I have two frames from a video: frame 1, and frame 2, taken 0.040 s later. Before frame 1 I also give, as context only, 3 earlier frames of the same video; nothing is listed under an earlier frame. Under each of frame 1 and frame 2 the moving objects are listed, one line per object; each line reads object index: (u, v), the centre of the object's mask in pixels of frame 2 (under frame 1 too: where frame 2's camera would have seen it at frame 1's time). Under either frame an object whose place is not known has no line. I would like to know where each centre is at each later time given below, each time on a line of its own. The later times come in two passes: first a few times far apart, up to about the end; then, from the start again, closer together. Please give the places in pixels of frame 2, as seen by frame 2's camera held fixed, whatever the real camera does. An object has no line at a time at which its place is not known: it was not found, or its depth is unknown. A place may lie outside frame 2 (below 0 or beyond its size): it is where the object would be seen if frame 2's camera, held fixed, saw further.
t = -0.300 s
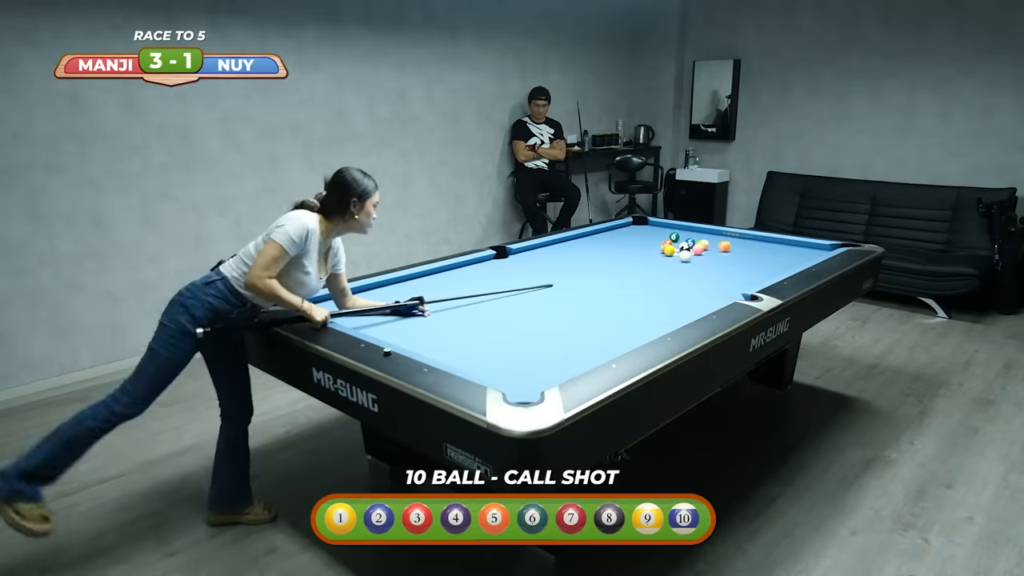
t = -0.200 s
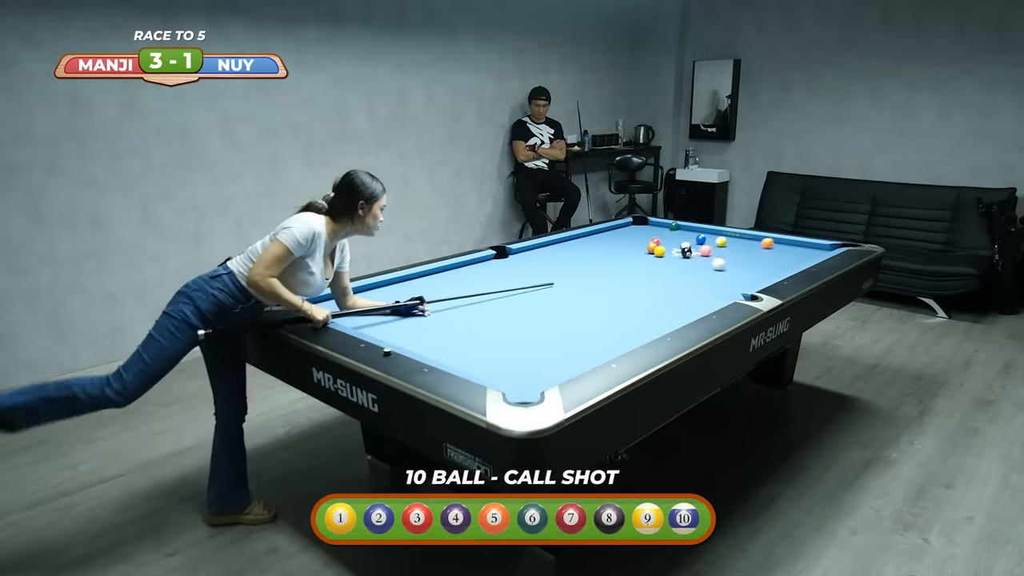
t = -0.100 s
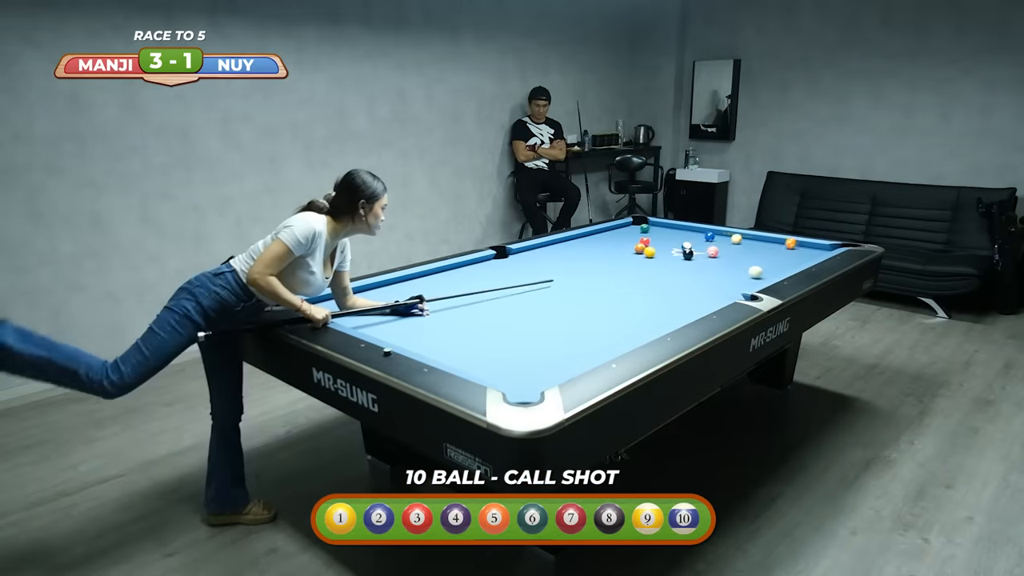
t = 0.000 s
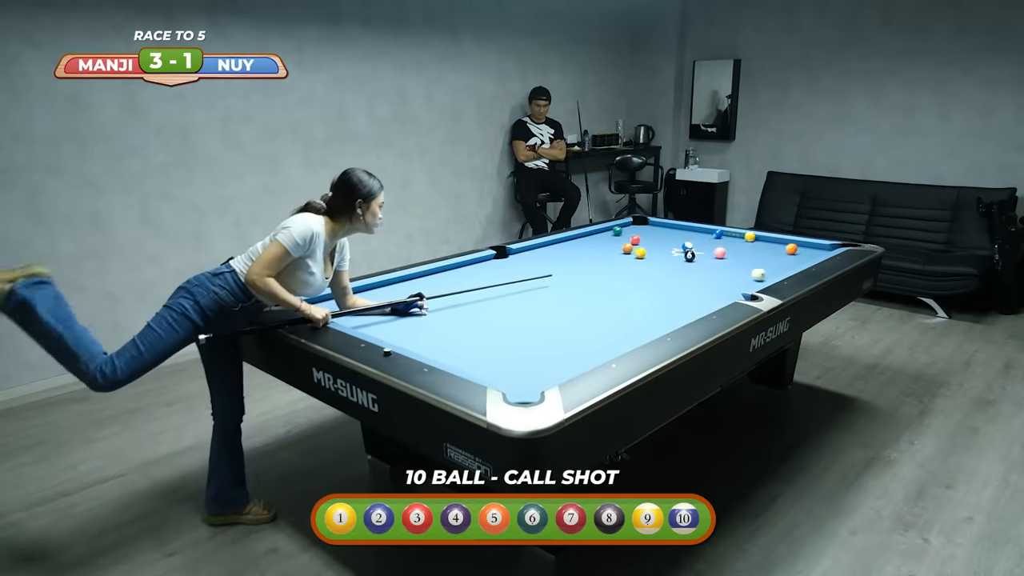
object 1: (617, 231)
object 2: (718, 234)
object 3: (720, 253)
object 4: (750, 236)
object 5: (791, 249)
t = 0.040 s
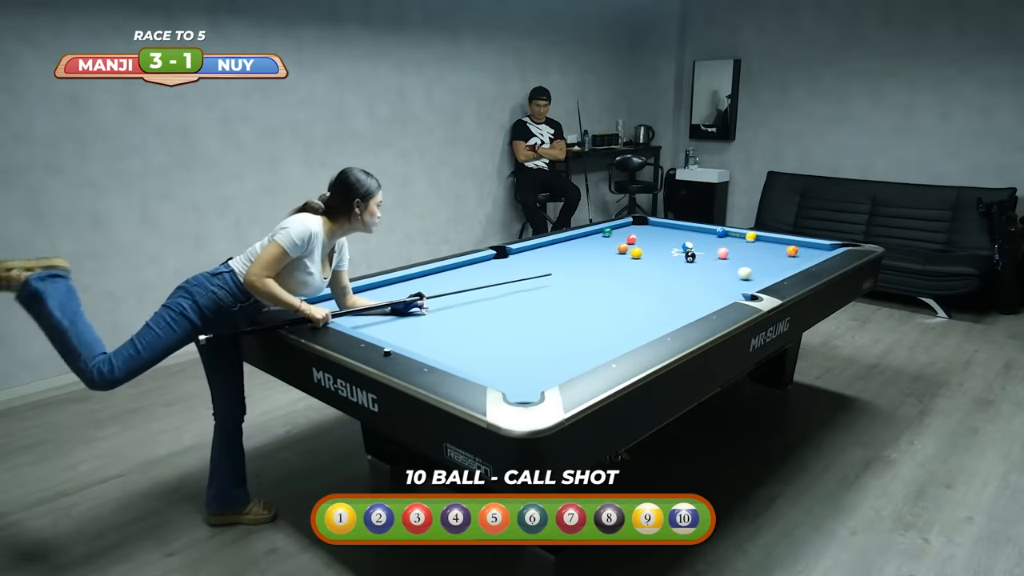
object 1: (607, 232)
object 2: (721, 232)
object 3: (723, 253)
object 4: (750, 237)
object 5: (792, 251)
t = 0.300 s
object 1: (572, 242)
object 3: (741, 256)
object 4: (743, 242)
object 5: (795, 263)
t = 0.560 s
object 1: (547, 254)
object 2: (695, 239)
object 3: (759, 259)
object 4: (737, 247)
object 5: (767, 272)
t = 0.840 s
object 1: (517, 269)
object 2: (681, 239)
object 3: (778, 261)
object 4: (731, 252)
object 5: (729, 279)
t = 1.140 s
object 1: (478, 289)
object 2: (666, 247)
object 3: (798, 262)
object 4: (724, 258)
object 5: (686, 288)
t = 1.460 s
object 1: (428, 314)
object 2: (649, 251)
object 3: (789, 263)
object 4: (716, 265)
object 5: (637, 297)
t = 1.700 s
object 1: (383, 334)
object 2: (638, 255)
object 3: (782, 262)
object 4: (710, 270)
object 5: (599, 305)
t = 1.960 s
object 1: (438, 337)
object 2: (625, 259)
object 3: (775, 262)
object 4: (704, 275)
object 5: (555, 313)
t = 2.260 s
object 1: (507, 337)
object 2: (611, 262)
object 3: (769, 261)
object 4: (697, 281)
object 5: (502, 323)
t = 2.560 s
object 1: (574, 337)
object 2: (597, 267)
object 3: (764, 260)
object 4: (690, 288)
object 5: (446, 335)
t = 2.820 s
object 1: (630, 336)
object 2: (585, 270)
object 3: (761, 260)
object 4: (684, 293)
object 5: (396, 341)
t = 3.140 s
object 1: (642, 323)
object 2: (571, 274)
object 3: (759, 259)
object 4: (676, 300)
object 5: (402, 329)
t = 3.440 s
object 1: (641, 310)
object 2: (558, 277)
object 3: (758, 259)
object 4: (669, 306)
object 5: (406, 317)
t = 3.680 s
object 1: (641, 302)
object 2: (548, 280)
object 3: (758, 259)
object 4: (664, 311)
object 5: (409, 309)
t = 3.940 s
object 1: (640, 293)
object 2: (538, 283)
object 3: (758, 259)
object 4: (658, 316)
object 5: (412, 301)
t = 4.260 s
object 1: (639, 284)
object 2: (527, 287)
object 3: (758, 259)
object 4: (651, 322)
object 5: (416, 292)
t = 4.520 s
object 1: (639, 277)
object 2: (518, 289)
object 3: (758, 259)
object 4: (645, 326)
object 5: (421, 289)
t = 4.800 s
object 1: (638, 271)
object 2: (509, 292)
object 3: (758, 259)
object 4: (639, 330)
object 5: (425, 288)
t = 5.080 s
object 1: (638, 266)
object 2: (501, 294)
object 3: (758, 259)
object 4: (633, 334)
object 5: (429, 287)
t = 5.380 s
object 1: (638, 260)
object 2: (493, 296)
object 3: (758, 259)
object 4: (627, 337)
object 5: (431, 287)
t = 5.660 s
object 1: (638, 256)
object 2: (486, 298)
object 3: (758, 259)
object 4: (622, 341)
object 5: (433, 286)
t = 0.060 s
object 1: (602, 233)
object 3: (724, 253)
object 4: (750, 237)
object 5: (792, 252)
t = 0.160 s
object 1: (584, 236)
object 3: (731, 254)
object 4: (747, 239)
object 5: (793, 257)
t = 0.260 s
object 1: (576, 240)
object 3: (738, 256)
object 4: (744, 241)
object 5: (795, 261)
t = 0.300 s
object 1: (572, 242)
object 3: (741, 256)
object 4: (743, 242)
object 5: (795, 263)
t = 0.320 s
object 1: (571, 243)
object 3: (742, 256)
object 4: (743, 242)
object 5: (795, 263)
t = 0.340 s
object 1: (569, 243)
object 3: (743, 257)
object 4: (743, 243)
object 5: (795, 264)
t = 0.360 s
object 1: (567, 244)
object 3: (745, 257)
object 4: (742, 243)
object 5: (793, 265)
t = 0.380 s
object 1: (565, 245)
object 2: (704, 237)
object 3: (746, 257)
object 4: (742, 243)
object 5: (791, 265)
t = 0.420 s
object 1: (561, 247)
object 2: (702, 237)
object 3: (749, 257)
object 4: (741, 244)
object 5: (785, 267)
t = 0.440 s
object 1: (559, 248)
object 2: (701, 237)
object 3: (750, 257)
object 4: (740, 245)
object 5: (783, 268)
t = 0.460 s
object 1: (557, 249)
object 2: (699, 238)
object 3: (752, 258)
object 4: (740, 245)
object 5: (780, 268)
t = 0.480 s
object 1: (555, 250)
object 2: (698, 238)
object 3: (753, 258)
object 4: (739, 245)
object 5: (777, 269)
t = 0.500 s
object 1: (553, 251)
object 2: (698, 238)
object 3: (755, 258)
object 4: (739, 246)
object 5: (775, 270)
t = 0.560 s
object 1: (547, 254)
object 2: (695, 239)
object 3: (759, 259)
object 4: (737, 247)
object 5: (767, 272)
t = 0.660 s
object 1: (537, 259)
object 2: (690, 236)
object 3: (766, 259)
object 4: (735, 249)
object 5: (753, 274)
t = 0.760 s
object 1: (526, 265)
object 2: (685, 238)
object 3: (772, 260)
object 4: (733, 251)
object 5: (740, 277)
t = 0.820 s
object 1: (519, 268)
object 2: (682, 239)
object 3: (777, 261)
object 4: (731, 252)
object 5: (731, 279)
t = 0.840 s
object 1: (517, 269)
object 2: (681, 239)
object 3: (778, 261)
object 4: (731, 252)
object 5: (729, 279)
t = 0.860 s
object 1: (514, 271)
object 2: (681, 238)
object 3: (779, 262)
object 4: (730, 253)
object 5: (726, 280)
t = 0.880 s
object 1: (512, 272)
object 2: (681, 239)
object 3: (781, 262)
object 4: (730, 253)
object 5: (723, 280)
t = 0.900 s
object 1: (510, 273)
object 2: (680, 239)
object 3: (782, 262)
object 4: (729, 253)
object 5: (720, 281)
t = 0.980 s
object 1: (500, 278)
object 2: (673, 245)
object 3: (787, 263)
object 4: (728, 255)
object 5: (709, 283)
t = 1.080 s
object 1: (486, 284)
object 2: (668, 246)
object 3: (794, 263)
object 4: (725, 257)
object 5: (694, 286)
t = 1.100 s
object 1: (484, 286)
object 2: (667, 247)
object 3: (795, 262)
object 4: (724, 257)
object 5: (691, 286)
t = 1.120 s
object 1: (481, 287)
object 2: (667, 247)
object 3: (796, 262)
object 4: (724, 258)
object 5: (689, 287)
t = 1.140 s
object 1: (478, 289)
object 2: (666, 247)
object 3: (798, 262)
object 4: (724, 258)
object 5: (686, 288)
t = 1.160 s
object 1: (475, 290)
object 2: (665, 248)
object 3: (798, 262)
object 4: (723, 259)
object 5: (682, 288)
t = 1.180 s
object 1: (472, 292)
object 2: (664, 248)
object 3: (798, 262)
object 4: (723, 259)
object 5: (680, 289)
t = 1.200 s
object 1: (469, 293)
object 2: (663, 248)
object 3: (798, 262)
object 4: (722, 259)
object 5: (677, 289)
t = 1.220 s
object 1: (466, 294)
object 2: (662, 248)
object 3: (798, 262)
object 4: (722, 260)
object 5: (674, 290)
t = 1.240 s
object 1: (463, 296)
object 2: (661, 249)
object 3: (797, 262)
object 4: (721, 260)
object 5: (671, 290)
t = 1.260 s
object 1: (460, 297)
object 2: (659, 249)
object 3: (796, 263)
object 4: (721, 261)
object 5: (668, 291)
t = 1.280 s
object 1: (457, 299)
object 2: (658, 249)
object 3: (795, 263)
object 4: (721, 261)
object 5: (665, 291)
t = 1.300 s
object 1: (454, 301)
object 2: (657, 249)
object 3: (795, 263)
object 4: (720, 262)
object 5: (662, 292)
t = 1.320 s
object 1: (451, 302)
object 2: (657, 250)
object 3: (794, 263)
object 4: (720, 262)
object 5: (658, 293)
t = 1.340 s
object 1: (448, 304)
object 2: (655, 250)
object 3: (793, 263)
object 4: (719, 262)
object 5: (655, 293)
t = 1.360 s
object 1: (445, 305)
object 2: (654, 250)
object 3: (793, 263)
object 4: (719, 263)
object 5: (652, 294)
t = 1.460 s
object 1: (428, 314)
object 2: (649, 251)
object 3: (789, 263)
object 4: (716, 265)
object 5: (637, 297)
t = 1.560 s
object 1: (410, 323)
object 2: (645, 253)
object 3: (786, 263)
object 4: (714, 267)
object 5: (621, 300)
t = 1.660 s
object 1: (390, 332)
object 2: (640, 254)
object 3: (783, 263)
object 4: (711, 269)
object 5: (605, 303)
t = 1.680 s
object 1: (387, 333)
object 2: (639, 255)
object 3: (783, 263)
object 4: (711, 269)
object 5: (602, 304)
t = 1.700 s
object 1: (383, 334)
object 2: (638, 255)
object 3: (782, 262)
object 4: (710, 270)
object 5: (599, 305)
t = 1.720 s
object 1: (380, 334)
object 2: (637, 255)
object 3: (781, 262)
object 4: (710, 270)
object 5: (596, 305)
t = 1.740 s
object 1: (383, 335)
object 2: (636, 256)
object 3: (781, 262)
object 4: (710, 271)
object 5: (592, 306)
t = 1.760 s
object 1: (389, 336)
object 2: (635, 256)
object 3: (780, 262)
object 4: (709, 271)
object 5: (589, 307)
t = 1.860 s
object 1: (415, 337)
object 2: (630, 257)
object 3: (778, 262)
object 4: (706, 273)
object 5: (572, 310)
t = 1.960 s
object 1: (438, 337)
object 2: (625, 259)
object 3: (775, 262)
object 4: (704, 275)
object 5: (555, 313)
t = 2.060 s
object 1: (462, 337)
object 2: (621, 260)
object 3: (773, 261)
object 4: (702, 277)
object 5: (538, 317)
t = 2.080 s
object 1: (466, 337)
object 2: (620, 260)
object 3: (772, 261)
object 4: (701, 278)
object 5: (534, 318)
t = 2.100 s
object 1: (471, 337)
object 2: (619, 260)
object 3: (772, 261)
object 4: (701, 278)
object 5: (531, 318)
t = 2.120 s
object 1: (475, 337)
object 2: (618, 261)
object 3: (772, 261)
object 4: (700, 279)
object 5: (527, 319)
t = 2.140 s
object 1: (480, 337)
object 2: (617, 261)
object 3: (771, 261)
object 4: (700, 279)
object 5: (524, 319)
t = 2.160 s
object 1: (485, 338)
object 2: (616, 261)
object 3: (771, 261)
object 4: (699, 279)
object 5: (520, 320)
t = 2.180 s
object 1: (489, 338)
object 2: (615, 262)
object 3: (771, 261)
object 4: (699, 280)
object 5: (516, 321)
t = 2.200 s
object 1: (493, 338)
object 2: (614, 262)
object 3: (770, 261)
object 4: (698, 280)
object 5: (513, 321)
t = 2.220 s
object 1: (498, 337)
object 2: (613, 262)
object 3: (770, 261)
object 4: (698, 281)
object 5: (510, 322)
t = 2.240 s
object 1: (503, 337)
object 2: (612, 262)
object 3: (769, 261)
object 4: (697, 281)
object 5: (506, 322)
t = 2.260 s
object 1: (507, 337)
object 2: (611, 262)
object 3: (769, 261)
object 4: (697, 281)
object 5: (502, 323)
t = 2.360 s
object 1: (530, 337)
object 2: (606, 264)
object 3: (767, 260)
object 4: (694, 284)
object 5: (484, 327)
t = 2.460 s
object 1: (552, 337)
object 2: (602, 265)
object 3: (766, 260)
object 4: (692, 286)
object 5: (465, 331)
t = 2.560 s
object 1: (574, 337)
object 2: (597, 267)
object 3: (764, 260)
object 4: (690, 288)
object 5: (446, 335)
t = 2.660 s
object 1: (596, 337)
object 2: (592, 268)
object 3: (763, 260)
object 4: (687, 290)
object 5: (426, 339)
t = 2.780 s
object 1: (621, 336)
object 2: (587, 269)
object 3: (762, 260)
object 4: (685, 292)
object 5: (403, 341)
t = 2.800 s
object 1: (626, 336)
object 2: (586, 270)
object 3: (761, 260)
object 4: (684, 293)
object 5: (399, 341)
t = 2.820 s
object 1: (630, 336)
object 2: (585, 270)
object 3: (761, 260)
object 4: (684, 293)
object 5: (396, 341)
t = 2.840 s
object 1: (634, 334)
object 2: (584, 270)
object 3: (761, 260)
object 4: (683, 294)
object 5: (397, 340)
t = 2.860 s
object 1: (638, 333)
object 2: (583, 270)
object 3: (761, 260)
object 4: (683, 294)
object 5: (397, 340)
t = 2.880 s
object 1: (641, 333)
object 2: (582, 270)
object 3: (760, 260)
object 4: (682, 294)
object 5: (397, 339)
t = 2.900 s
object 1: (643, 332)
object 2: (582, 271)
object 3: (760, 260)
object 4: (682, 295)
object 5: (398, 339)
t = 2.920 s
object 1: (642, 331)
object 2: (581, 271)
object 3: (760, 260)
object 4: (681, 295)
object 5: (398, 338)
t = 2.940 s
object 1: (642, 331)
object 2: (580, 271)
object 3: (760, 260)
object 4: (681, 296)
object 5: (399, 337)
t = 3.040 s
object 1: (643, 328)
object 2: (575, 273)
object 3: (759, 259)
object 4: (679, 298)
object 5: (400, 334)
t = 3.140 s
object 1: (642, 323)
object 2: (571, 274)
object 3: (759, 259)
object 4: (676, 300)
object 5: (402, 329)
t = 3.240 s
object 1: (642, 319)
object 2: (567, 275)
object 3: (758, 259)
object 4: (674, 302)
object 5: (403, 325)
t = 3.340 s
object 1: (642, 314)
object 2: (563, 276)
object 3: (758, 259)
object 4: (671, 304)
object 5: (405, 321)
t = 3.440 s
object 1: (641, 310)
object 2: (558, 277)
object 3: (758, 259)
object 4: (669, 306)
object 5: (406, 317)
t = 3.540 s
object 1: (641, 306)
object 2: (554, 279)
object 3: (758, 259)
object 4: (667, 308)
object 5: (408, 314)
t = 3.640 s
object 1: (641, 303)
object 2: (550, 280)
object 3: (758, 259)
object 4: (664, 310)
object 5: (409, 310)
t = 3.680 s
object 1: (641, 302)
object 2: (548, 280)
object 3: (758, 259)
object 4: (664, 311)
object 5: (409, 309)
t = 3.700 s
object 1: (641, 301)
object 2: (548, 280)
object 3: (758, 259)
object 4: (663, 311)
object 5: (410, 308)
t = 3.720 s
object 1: (640, 300)
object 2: (547, 281)
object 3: (758, 259)
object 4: (663, 311)
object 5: (410, 308)
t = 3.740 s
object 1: (641, 299)
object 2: (546, 281)
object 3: (758, 259)
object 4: (662, 312)
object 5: (410, 307)
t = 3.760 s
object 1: (640, 299)
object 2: (545, 281)
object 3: (758, 259)
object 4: (662, 312)
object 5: (410, 306)
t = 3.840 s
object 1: (640, 296)
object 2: (542, 282)
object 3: (758, 259)
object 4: (660, 314)
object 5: (411, 304)
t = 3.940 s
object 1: (640, 293)
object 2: (538, 283)
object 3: (758, 259)
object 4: (658, 316)
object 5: (412, 301)
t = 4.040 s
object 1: (640, 290)
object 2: (535, 284)
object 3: (758, 259)
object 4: (656, 318)
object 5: (413, 298)
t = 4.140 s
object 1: (640, 287)
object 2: (531, 285)
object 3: (758, 259)
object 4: (653, 319)
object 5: (414, 295)
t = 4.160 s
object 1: (639, 286)
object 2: (531, 286)
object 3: (758, 259)
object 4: (653, 320)
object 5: (414, 295)
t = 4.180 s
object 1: (639, 286)
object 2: (530, 286)
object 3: (758, 259)
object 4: (652, 321)
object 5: (415, 295)
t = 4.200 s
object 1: (639, 285)
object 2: (529, 286)
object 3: (758, 259)
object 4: (652, 321)
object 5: (415, 294)
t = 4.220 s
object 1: (639, 285)
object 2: (528, 286)
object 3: (758, 259)
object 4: (652, 321)
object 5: (416, 294)
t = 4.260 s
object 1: (639, 284)
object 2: (527, 287)
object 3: (758, 259)
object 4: (651, 322)
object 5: (416, 292)
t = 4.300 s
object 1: (639, 282)
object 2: (526, 287)
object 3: (758, 259)
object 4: (650, 323)
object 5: (416, 291)
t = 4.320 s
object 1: (639, 282)
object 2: (525, 287)
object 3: (758, 259)
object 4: (649, 323)
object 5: (416, 291)
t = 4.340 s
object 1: (639, 282)
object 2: (524, 287)
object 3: (758, 259)
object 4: (649, 324)
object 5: (416, 290)
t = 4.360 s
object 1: (639, 281)
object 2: (524, 287)
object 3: (758, 259)
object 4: (648, 323)
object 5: (417, 290)
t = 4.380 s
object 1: (639, 281)
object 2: (523, 287)
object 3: (758, 259)
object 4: (648, 324)
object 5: (417, 290)
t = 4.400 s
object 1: (639, 280)
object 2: (523, 288)
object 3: (758, 259)
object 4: (648, 324)
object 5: (418, 290)
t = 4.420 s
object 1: (639, 280)
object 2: (522, 287)
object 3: (758, 259)
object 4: (647, 325)
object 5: (419, 290)
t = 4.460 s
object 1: (639, 278)
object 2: (520, 288)
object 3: (758, 259)
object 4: (646, 326)
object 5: (420, 290)
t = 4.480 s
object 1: (639, 278)
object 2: (519, 289)
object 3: (758, 259)
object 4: (646, 325)
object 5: (420, 290)
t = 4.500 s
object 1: (639, 278)
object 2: (519, 288)
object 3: (758, 259)
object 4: (645, 326)
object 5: (420, 290)
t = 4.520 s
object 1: (639, 277)
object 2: (518, 289)
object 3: (758, 259)
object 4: (645, 326)
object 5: (421, 289)
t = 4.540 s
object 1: (639, 277)
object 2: (518, 289)
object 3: (758, 259)
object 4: (644, 327)
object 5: (421, 289)
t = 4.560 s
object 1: (639, 276)
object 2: (517, 289)
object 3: (758, 259)
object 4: (644, 327)
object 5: (421, 289)
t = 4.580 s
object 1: (639, 276)
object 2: (516, 289)
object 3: (758, 259)
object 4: (644, 327)
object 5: (422, 289)
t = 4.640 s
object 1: (639, 274)
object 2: (514, 290)
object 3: (758, 259)
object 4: (642, 328)
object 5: (423, 289)
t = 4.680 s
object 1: (639, 274)
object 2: (513, 291)
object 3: (758, 259)
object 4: (641, 329)
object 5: (423, 288)
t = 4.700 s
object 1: (639, 273)
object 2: (512, 291)
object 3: (758, 259)
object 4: (641, 329)
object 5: (424, 288)
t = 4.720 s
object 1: (638, 273)
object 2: (511, 291)
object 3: (758, 260)
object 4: (640, 330)
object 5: (424, 288)
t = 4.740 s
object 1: (638, 272)
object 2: (511, 291)
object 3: (758, 260)
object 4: (640, 330)
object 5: (425, 288)
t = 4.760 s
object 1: (638, 272)
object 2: (510, 291)
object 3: (758, 260)
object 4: (640, 330)
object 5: (425, 288)
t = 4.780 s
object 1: (638, 272)
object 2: (510, 291)
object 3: (758, 259)
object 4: (639, 330)
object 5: (425, 288)
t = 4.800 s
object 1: (638, 271)
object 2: (509, 292)
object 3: (758, 259)
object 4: (639, 330)
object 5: (425, 288)
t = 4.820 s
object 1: (638, 271)
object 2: (509, 292)
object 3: (758, 259)
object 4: (638, 331)
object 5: (426, 288)
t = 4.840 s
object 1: (638, 270)
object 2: (508, 292)
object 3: (758, 260)
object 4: (638, 331)
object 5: (426, 288)
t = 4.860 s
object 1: (638, 270)
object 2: (507, 292)
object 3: (758, 260)
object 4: (638, 332)
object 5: (426, 288)
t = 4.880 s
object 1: (638, 269)
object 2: (507, 292)
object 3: (758, 260)
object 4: (637, 332)
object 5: (427, 288)
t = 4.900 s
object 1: (638, 269)
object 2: (507, 292)
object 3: (758, 260)
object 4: (637, 332)
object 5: (427, 288)
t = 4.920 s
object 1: (639, 269)
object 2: (506, 292)
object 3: (758, 260)
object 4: (636, 332)
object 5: (427, 288)
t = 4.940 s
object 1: (638, 268)
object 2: (505, 293)
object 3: (758, 260)
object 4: (636, 333)
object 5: (428, 288)
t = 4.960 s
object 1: (638, 268)
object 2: (505, 293)
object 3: (758, 260)
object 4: (635, 333)
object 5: (428, 288)
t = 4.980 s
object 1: (638, 267)
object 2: (504, 293)
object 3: (758, 259)
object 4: (635, 333)
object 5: (428, 288)
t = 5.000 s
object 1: (638, 267)
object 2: (503, 293)
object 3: (758, 259)
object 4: (635, 333)
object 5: (428, 287)
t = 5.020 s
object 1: (638, 267)
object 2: (503, 293)
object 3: (758, 259)
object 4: (634, 333)
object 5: (428, 287)
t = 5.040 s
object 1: (638, 266)
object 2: (502, 294)
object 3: (758, 259)
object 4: (634, 334)
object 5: (429, 287)
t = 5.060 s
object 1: (638, 266)
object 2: (501, 294)
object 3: (758, 259)
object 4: (633, 334)
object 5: (429, 287)
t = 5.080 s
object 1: (638, 266)
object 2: (501, 294)
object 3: (758, 259)
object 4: (633, 334)
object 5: (429, 287)
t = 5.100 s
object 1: (638, 265)
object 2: (500, 294)
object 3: (758, 259)
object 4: (633, 334)
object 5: (429, 287)
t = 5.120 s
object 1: (638, 265)
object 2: (500, 294)
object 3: (758, 259)
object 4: (632, 335)
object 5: (429, 287)
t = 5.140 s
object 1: (638, 264)
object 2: (499, 294)
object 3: (758, 259)
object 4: (632, 335)
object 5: (430, 287)
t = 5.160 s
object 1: (638, 264)
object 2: (499, 294)
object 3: (758, 259)
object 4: (631, 335)
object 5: (430, 287)
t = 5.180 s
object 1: (638, 264)
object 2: (498, 294)
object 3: (758, 259)
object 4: (631, 335)
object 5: (430, 287)
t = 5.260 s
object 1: (638, 262)
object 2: (496, 295)
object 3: (758, 259)
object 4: (629, 336)
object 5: (430, 287)
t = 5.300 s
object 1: (638, 262)
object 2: (495, 295)
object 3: (758, 259)
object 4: (628, 337)
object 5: (430, 287)
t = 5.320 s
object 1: (638, 261)
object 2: (495, 295)
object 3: (758, 259)
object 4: (628, 337)
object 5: (431, 287)
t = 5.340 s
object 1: (638, 261)
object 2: (494, 295)
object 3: (758, 259)
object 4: (628, 337)
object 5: (431, 287)
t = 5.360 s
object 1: (638, 261)
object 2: (494, 295)
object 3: (758, 259)
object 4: (627, 337)
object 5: (431, 287)
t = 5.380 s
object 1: (638, 260)
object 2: (493, 296)
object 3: (758, 259)
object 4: (627, 337)
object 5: (431, 287)
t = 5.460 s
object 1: (638, 259)
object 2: (491, 296)
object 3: (758, 259)
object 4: (625, 338)
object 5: (431, 286)
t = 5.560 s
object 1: (638, 258)
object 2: (488, 297)
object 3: (758, 259)
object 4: (624, 340)
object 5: (432, 286)
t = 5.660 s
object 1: (638, 256)
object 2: (486, 298)
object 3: (758, 259)
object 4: (622, 341)
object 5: (433, 286)
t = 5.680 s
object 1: (638, 256)
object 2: (486, 298)
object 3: (758, 259)
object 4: (621, 341)
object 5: (433, 286)
